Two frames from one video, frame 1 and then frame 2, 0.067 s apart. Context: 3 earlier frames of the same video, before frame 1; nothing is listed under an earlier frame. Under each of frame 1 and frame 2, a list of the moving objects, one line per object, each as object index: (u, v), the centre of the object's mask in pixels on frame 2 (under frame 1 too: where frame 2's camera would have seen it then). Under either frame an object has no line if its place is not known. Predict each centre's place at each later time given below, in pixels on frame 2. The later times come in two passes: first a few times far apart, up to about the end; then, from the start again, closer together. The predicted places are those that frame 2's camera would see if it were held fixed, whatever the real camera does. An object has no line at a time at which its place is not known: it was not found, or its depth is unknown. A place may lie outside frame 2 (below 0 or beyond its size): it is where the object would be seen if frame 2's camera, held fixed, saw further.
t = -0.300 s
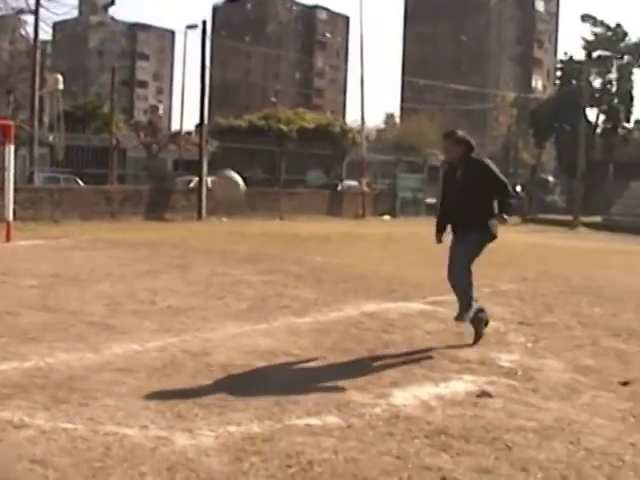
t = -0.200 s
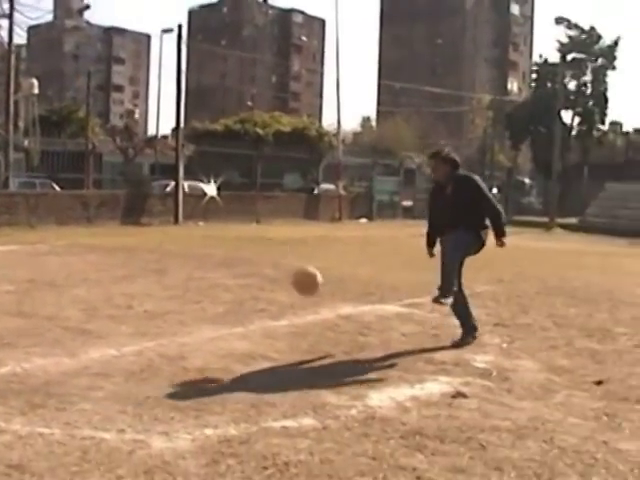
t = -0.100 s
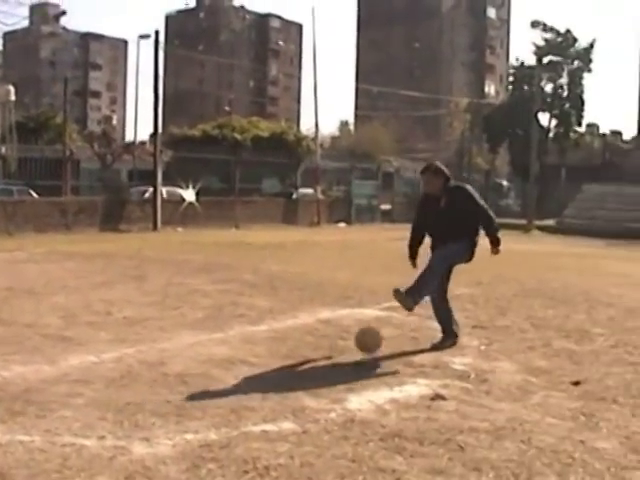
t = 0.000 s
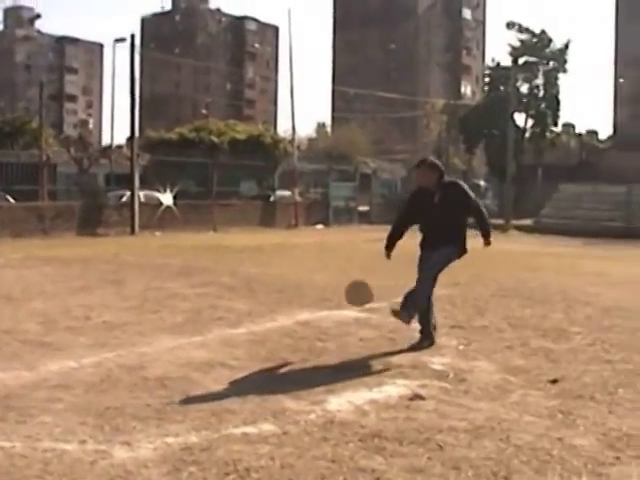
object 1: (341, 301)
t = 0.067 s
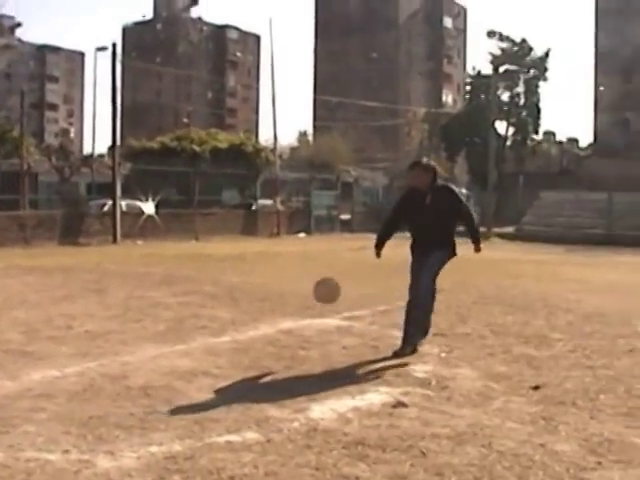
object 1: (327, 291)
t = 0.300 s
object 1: (280, 292)
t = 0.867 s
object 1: (269, 304)
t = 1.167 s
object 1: (287, 321)
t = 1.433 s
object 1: (299, 323)
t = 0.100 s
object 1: (320, 287)
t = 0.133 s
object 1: (314, 285)
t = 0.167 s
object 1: (306, 284)
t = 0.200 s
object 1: (300, 284)
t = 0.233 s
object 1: (293, 285)
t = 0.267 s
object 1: (287, 288)
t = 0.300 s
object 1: (280, 292)
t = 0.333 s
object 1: (274, 298)
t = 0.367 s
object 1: (268, 305)
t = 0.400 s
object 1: (261, 313)
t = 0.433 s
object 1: (255, 321)
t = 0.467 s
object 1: (248, 331)
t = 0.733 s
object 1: (260, 303)
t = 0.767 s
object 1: (262, 302)
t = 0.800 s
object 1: (265, 302)
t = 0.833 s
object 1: (267, 303)
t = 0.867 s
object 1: (269, 304)
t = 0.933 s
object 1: (274, 312)
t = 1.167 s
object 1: (287, 321)
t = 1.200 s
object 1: (289, 317)
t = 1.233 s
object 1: (291, 314)
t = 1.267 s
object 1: (292, 313)
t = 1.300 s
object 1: (293, 313)
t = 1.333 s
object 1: (295, 313)
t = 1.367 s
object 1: (296, 315)
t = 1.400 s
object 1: (298, 319)
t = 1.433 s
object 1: (299, 323)
